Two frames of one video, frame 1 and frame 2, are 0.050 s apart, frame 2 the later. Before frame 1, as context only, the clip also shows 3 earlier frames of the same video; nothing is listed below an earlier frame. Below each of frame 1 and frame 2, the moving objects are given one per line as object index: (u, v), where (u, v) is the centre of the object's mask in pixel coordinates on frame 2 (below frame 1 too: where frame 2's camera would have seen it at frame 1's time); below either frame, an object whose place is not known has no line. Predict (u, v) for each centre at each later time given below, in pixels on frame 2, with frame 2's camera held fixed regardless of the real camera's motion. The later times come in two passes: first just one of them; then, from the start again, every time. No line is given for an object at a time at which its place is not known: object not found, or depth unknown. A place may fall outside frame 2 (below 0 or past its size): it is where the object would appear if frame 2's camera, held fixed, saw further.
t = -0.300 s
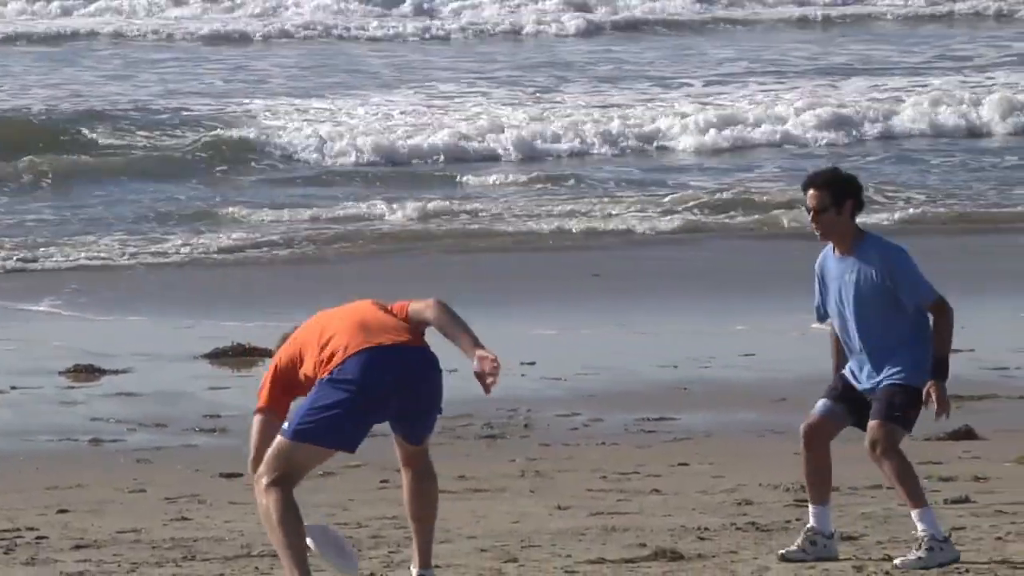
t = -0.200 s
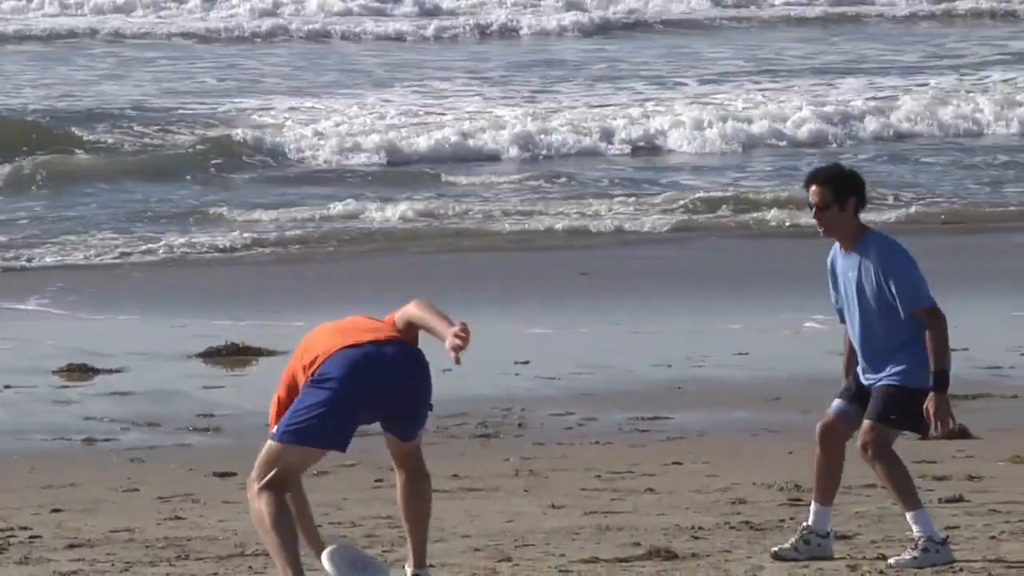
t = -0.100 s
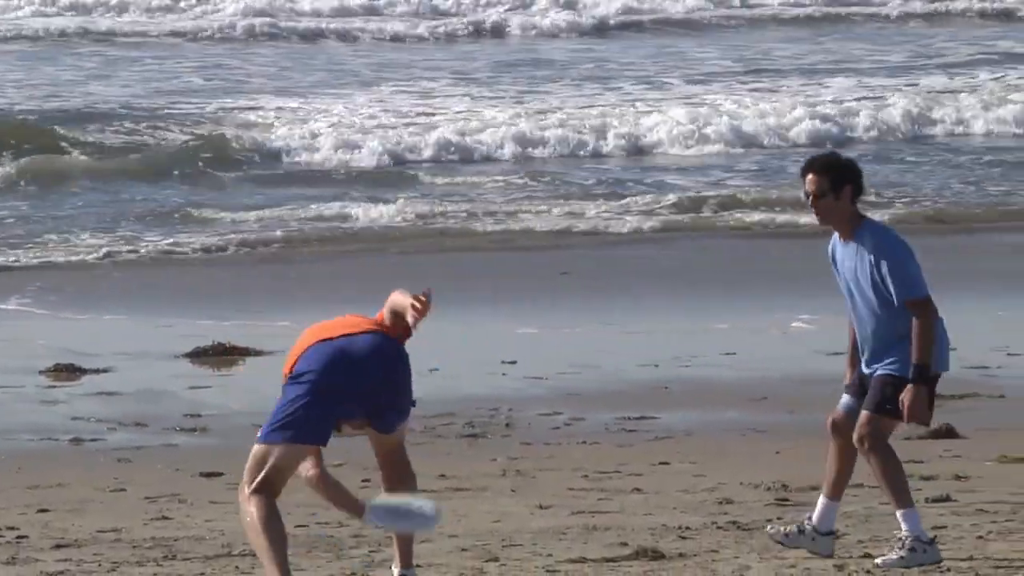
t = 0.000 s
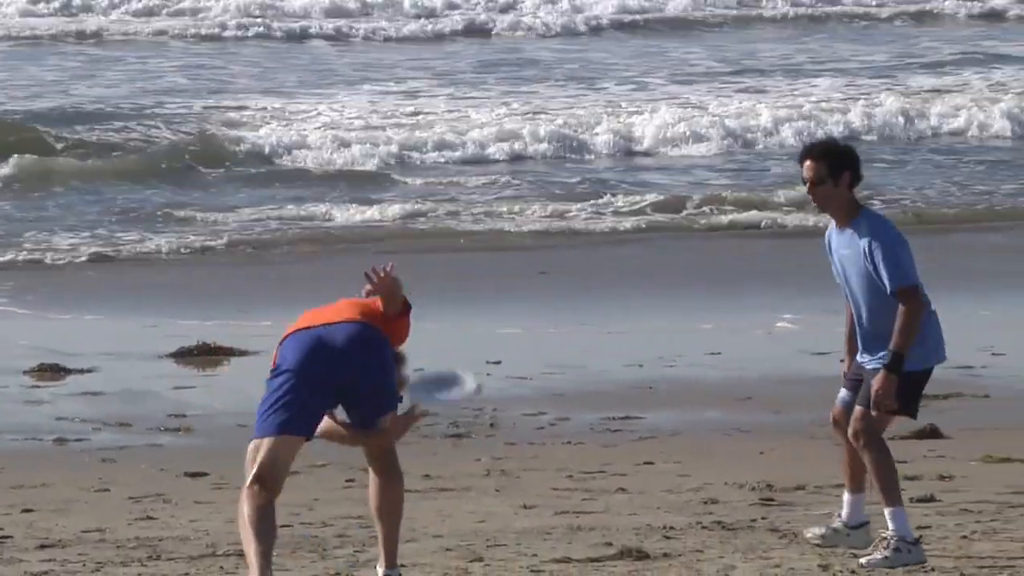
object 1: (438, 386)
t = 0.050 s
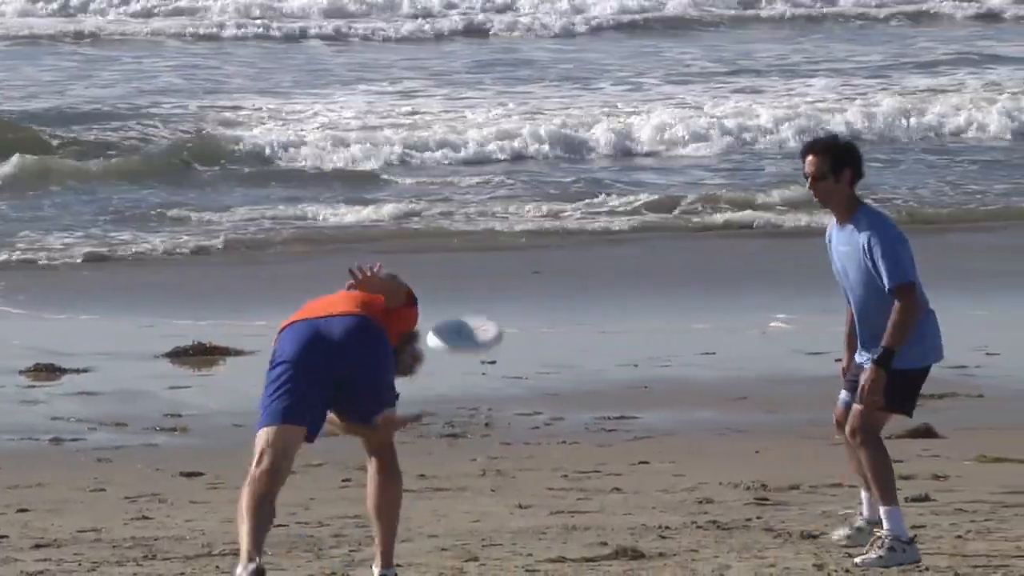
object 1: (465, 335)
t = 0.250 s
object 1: (556, 204)
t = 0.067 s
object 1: (474, 319)
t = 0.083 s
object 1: (480, 303)
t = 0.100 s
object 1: (489, 290)
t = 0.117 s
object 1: (494, 277)
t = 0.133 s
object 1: (502, 265)
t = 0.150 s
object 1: (510, 254)
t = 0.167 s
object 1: (520, 246)
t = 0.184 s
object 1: (526, 235)
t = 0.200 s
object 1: (536, 227)
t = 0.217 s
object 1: (544, 218)
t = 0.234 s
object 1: (549, 211)
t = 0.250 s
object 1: (556, 204)
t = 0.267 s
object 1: (562, 198)
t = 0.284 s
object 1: (572, 193)
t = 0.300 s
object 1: (579, 188)
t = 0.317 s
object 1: (585, 185)
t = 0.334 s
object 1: (592, 181)
